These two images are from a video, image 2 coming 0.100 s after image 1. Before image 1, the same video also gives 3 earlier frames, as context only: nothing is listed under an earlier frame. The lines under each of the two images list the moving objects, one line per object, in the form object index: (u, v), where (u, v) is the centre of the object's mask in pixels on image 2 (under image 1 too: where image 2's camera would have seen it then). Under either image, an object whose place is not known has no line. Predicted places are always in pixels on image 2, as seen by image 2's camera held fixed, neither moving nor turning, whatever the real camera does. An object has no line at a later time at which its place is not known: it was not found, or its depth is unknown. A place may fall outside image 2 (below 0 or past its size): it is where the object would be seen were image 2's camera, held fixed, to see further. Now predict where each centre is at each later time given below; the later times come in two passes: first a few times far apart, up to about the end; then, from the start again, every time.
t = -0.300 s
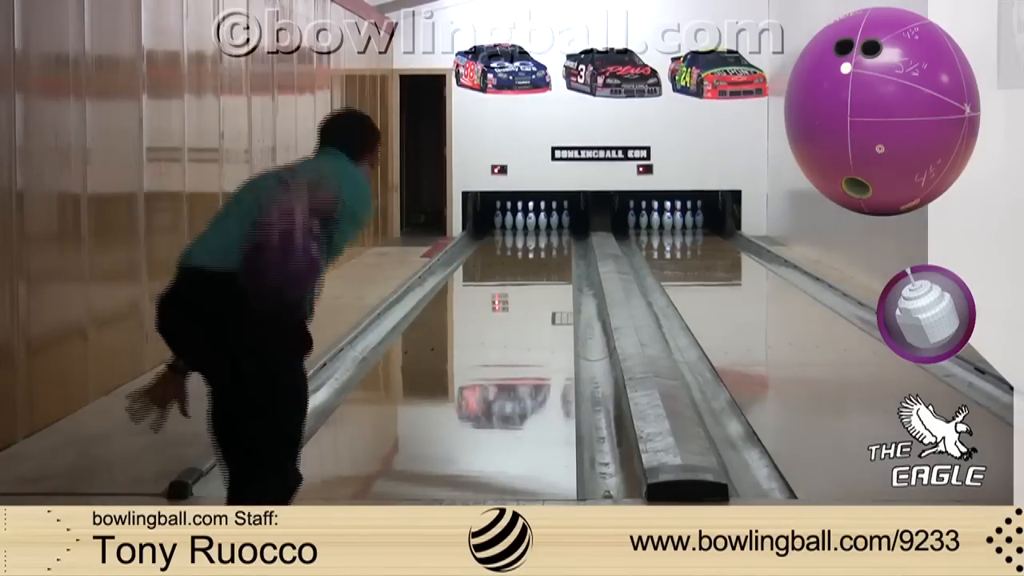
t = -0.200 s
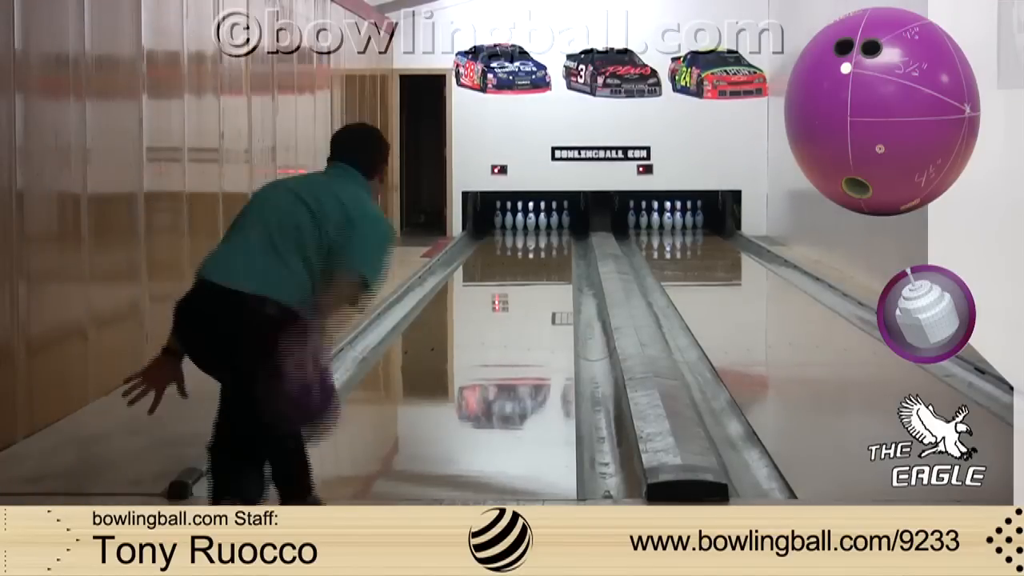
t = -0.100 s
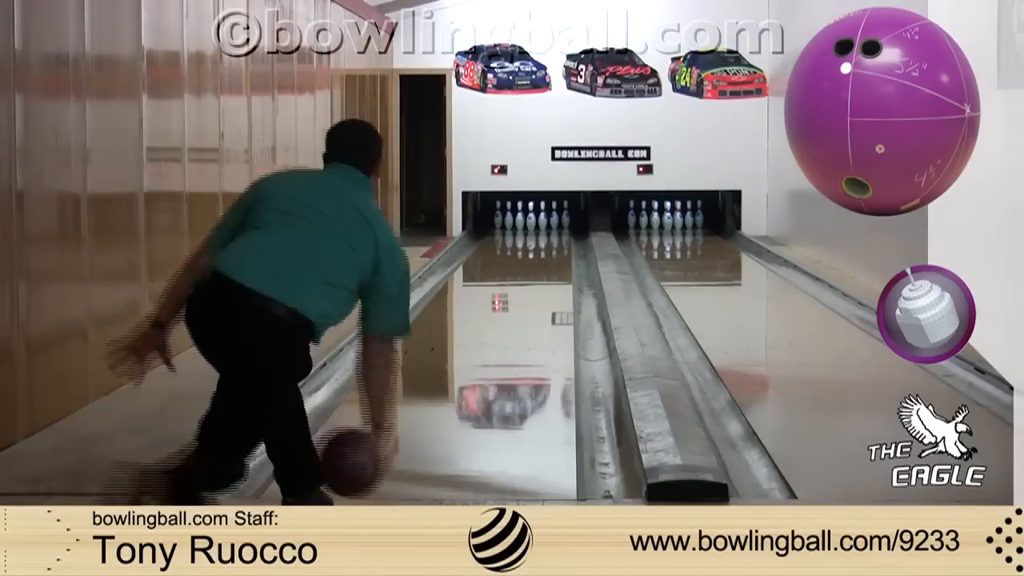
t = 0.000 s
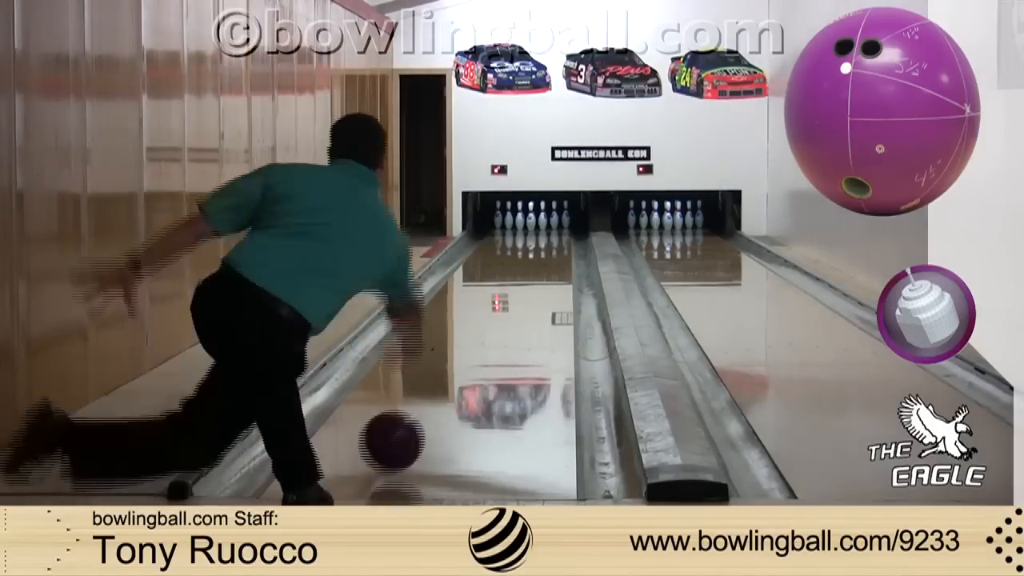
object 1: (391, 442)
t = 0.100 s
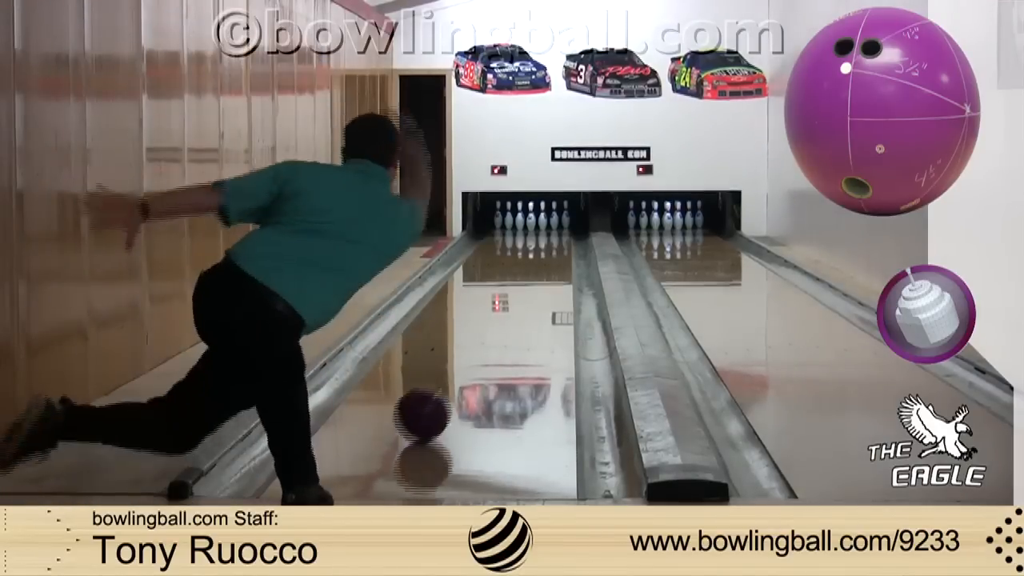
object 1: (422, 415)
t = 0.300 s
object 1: (465, 366)
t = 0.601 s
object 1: (506, 317)
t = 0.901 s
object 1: (529, 287)
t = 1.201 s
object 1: (545, 267)
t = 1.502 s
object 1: (555, 251)
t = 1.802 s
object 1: (558, 239)
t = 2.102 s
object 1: (552, 230)
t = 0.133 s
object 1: (431, 405)
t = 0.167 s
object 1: (438, 397)
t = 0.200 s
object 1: (446, 388)
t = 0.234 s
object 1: (453, 380)
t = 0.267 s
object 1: (459, 373)
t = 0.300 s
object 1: (465, 366)
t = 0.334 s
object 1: (470, 359)
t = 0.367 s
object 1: (476, 353)
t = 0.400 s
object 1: (481, 348)
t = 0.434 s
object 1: (485, 342)
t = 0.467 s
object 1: (490, 337)
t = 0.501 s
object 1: (494, 332)
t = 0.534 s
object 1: (498, 326)
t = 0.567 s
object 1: (502, 322)
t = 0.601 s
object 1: (506, 317)
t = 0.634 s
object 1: (508, 314)
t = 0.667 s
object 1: (511, 310)
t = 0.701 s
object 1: (514, 306)
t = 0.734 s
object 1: (517, 303)
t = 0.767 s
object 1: (520, 299)
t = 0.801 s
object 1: (522, 296)
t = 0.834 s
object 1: (525, 293)
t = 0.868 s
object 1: (527, 290)
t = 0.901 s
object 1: (529, 287)
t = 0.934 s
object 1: (531, 285)
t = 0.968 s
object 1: (534, 282)
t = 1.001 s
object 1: (535, 279)
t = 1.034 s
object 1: (537, 276)
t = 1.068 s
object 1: (539, 275)
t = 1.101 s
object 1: (540, 272)
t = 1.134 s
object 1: (542, 270)
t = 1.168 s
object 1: (544, 268)
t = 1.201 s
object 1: (545, 267)
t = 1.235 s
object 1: (546, 265)
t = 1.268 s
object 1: (547, 262)
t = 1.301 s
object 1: (548, 261)
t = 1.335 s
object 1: (549, 259)
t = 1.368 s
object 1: (551, 257)
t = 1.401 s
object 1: (552, 255)
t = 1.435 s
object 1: (553, 254)
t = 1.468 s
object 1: (554, 253)
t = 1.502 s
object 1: (555, 251)
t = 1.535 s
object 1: (556, 249)
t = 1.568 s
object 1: (556, 248)
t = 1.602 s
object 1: (557, 246)
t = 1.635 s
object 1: (558, 244)
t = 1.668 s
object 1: (558, 243)
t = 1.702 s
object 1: (558, 242)
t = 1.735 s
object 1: (558, 241)
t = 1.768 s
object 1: (558, 240)
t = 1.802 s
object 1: (558, 239)
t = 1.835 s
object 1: (558, 237)
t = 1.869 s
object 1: (558, 236)
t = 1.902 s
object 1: (557, 236)
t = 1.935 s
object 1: (556, 235)
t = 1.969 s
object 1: (556, 234)
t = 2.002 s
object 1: (555, 232)
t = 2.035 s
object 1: (555, 232)
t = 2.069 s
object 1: (554, 231)
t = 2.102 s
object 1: (552, 230)
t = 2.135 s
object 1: (551, 229)
